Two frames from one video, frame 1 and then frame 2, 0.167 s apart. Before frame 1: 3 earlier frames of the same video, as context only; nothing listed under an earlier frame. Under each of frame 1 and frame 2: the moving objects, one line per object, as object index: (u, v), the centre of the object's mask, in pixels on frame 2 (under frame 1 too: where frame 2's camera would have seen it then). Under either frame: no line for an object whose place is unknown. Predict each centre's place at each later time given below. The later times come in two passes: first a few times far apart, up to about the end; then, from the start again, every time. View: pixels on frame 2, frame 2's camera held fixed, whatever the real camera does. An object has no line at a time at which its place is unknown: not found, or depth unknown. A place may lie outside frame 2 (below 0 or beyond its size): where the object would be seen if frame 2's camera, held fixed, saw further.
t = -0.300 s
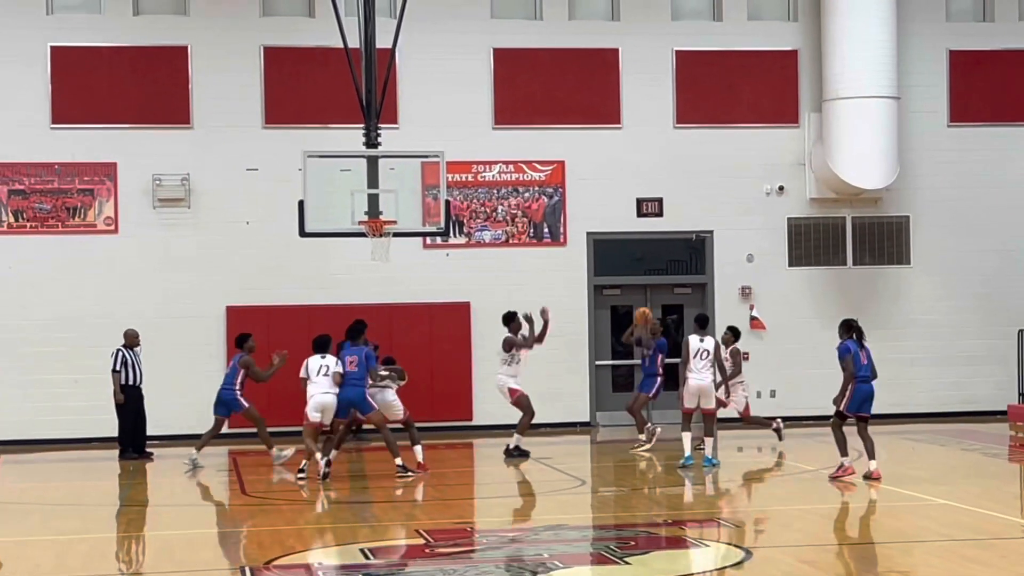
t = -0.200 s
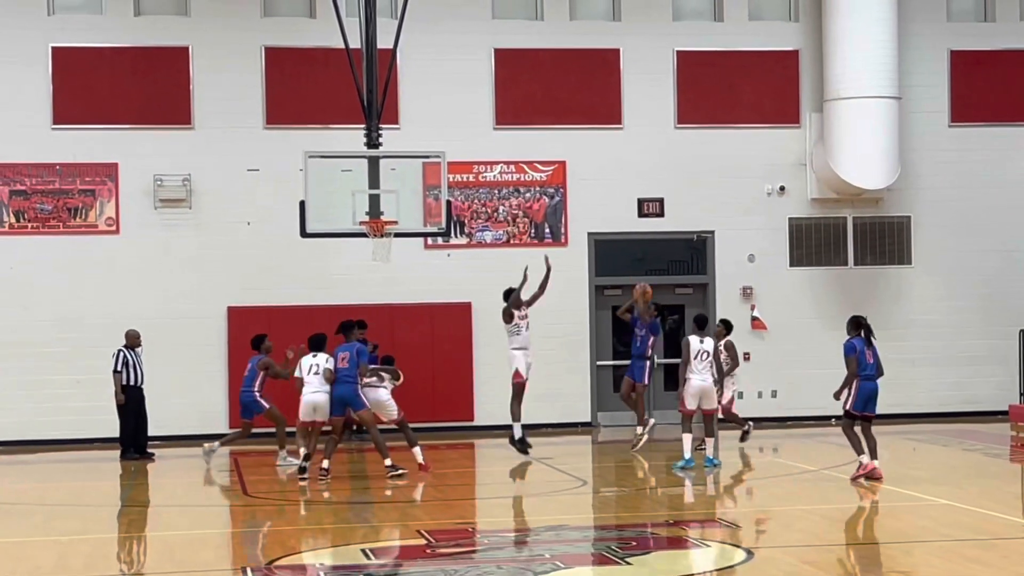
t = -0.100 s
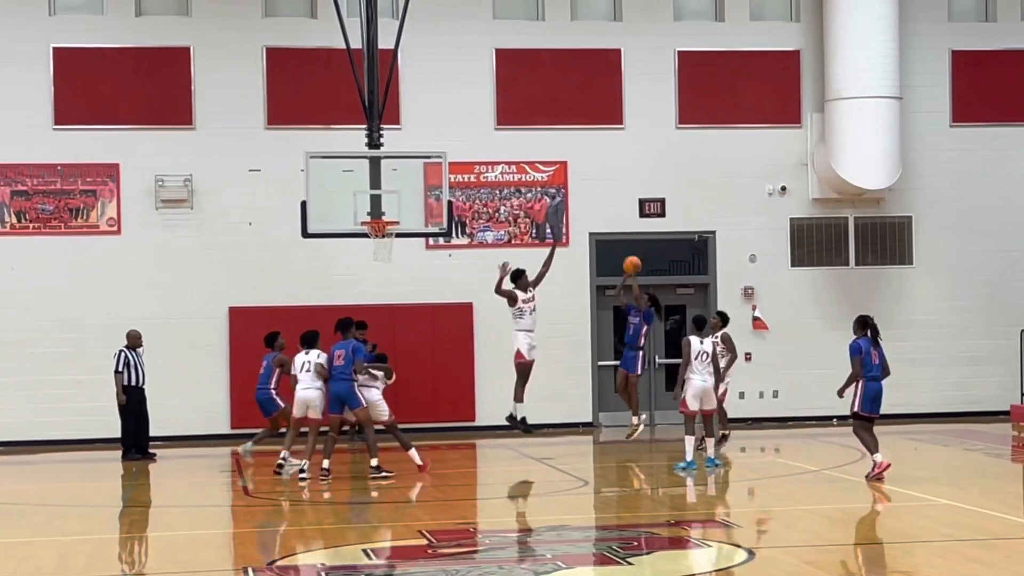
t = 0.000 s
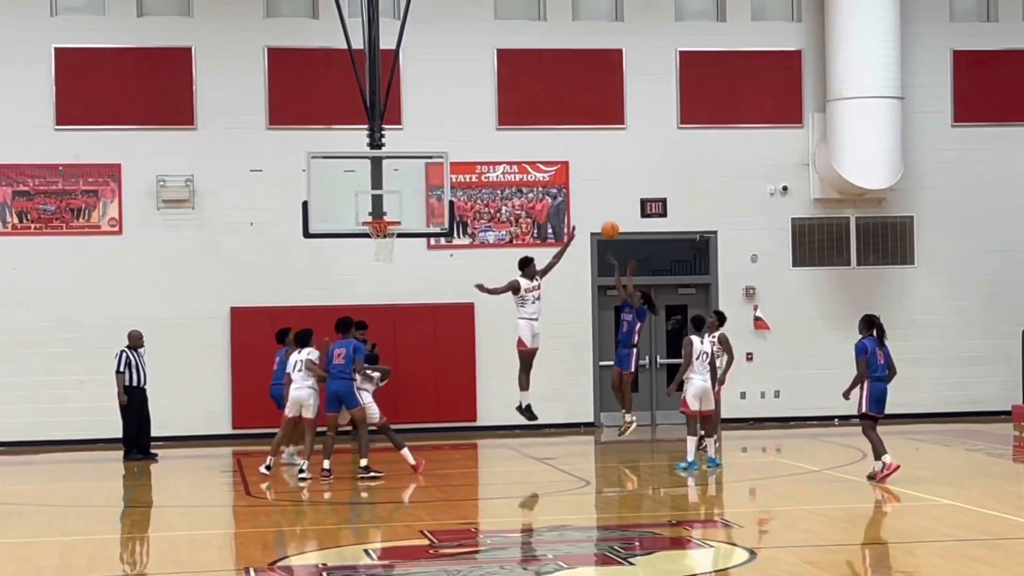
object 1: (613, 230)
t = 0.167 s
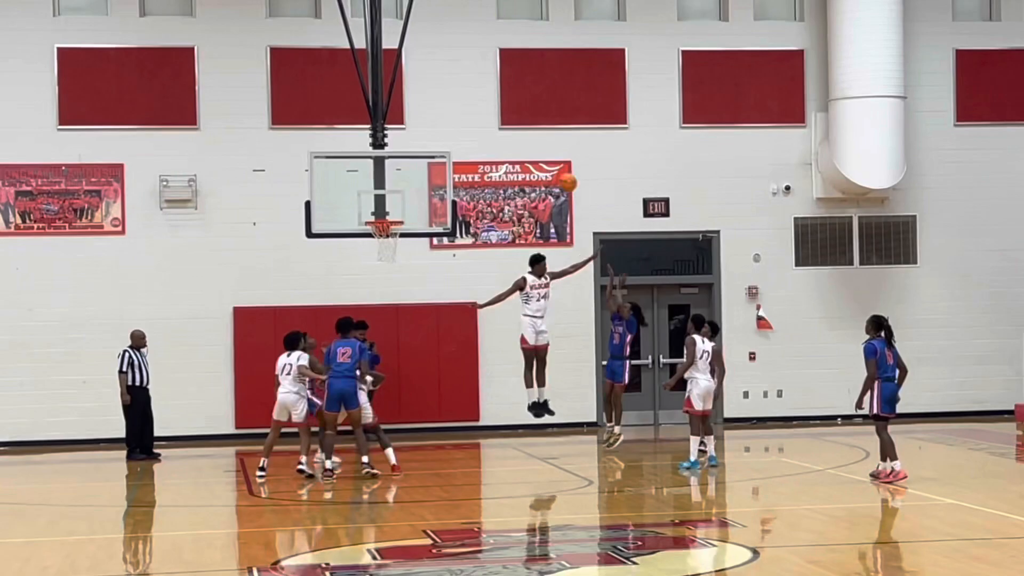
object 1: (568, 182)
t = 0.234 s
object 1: (550, 169)
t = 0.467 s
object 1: (488, 150)
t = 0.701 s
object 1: (428, 172)
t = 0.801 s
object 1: (403, 194)
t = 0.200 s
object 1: (560, 174)
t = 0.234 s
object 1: (550, 169)
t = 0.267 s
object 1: (541, 163)
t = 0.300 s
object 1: (533, 159)
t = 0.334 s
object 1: (523, 155)
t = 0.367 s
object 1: (515, 153)
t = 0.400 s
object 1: (506, 152)
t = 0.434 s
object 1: (497, 150)
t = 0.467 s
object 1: (488, 150)
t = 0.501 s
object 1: (480, 151)
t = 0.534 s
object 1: (471, 152)
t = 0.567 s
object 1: (462, 154)
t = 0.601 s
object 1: (455, 157)
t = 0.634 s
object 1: (446, 161)
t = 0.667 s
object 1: (437, 166)
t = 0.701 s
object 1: (428, 172)
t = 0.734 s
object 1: (420, 178)
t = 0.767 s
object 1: (411, 186)
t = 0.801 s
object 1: (403, 194)
